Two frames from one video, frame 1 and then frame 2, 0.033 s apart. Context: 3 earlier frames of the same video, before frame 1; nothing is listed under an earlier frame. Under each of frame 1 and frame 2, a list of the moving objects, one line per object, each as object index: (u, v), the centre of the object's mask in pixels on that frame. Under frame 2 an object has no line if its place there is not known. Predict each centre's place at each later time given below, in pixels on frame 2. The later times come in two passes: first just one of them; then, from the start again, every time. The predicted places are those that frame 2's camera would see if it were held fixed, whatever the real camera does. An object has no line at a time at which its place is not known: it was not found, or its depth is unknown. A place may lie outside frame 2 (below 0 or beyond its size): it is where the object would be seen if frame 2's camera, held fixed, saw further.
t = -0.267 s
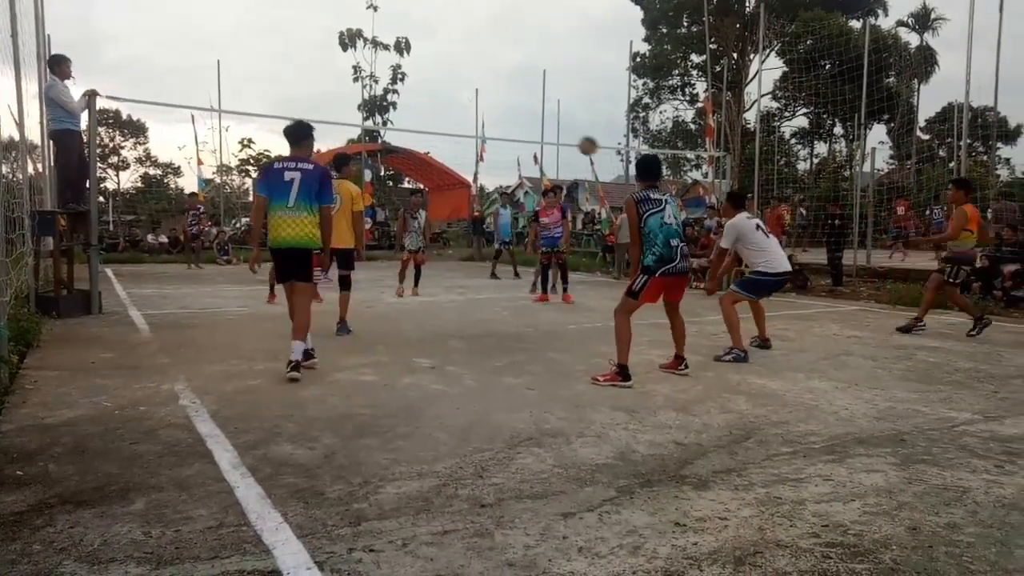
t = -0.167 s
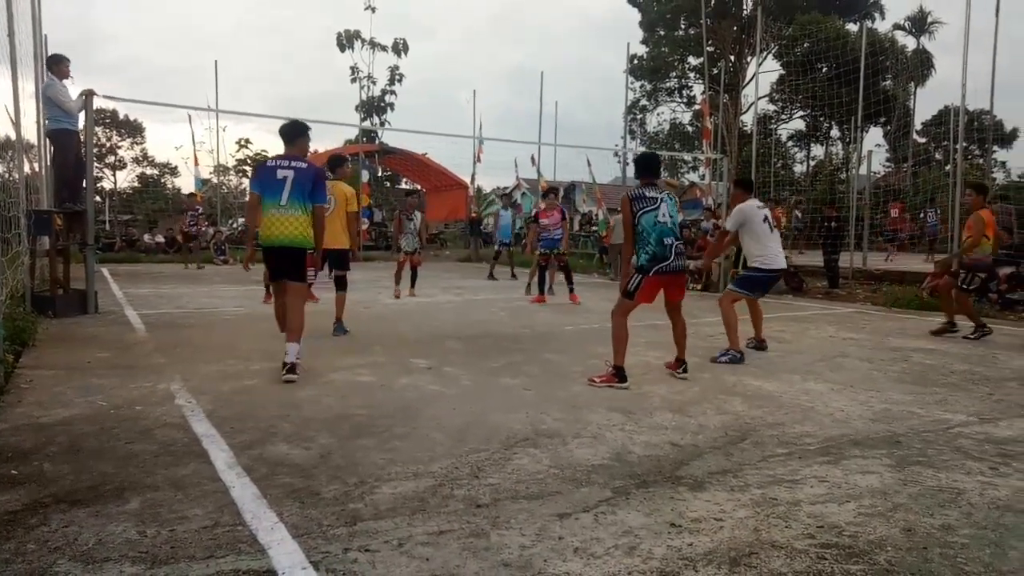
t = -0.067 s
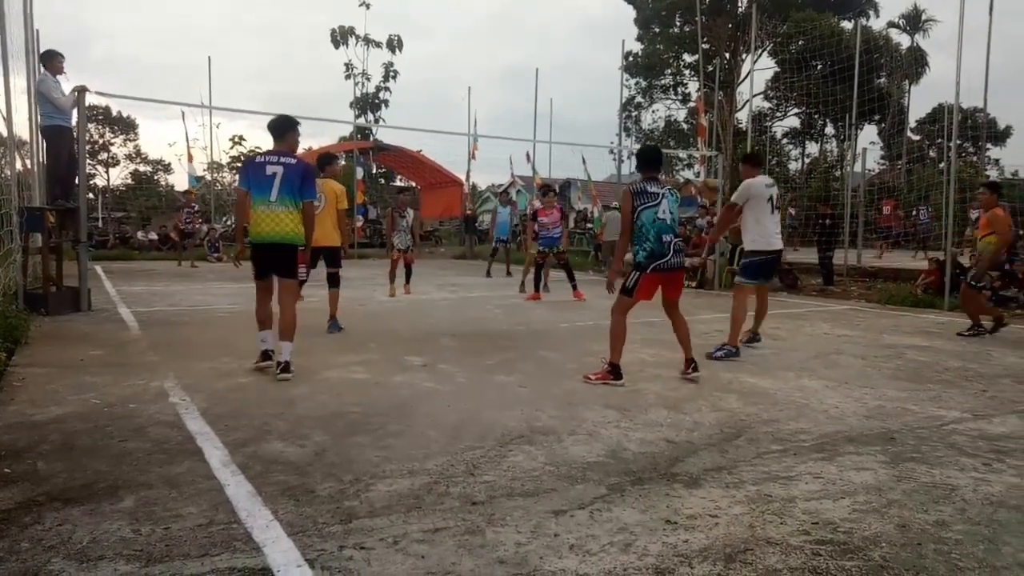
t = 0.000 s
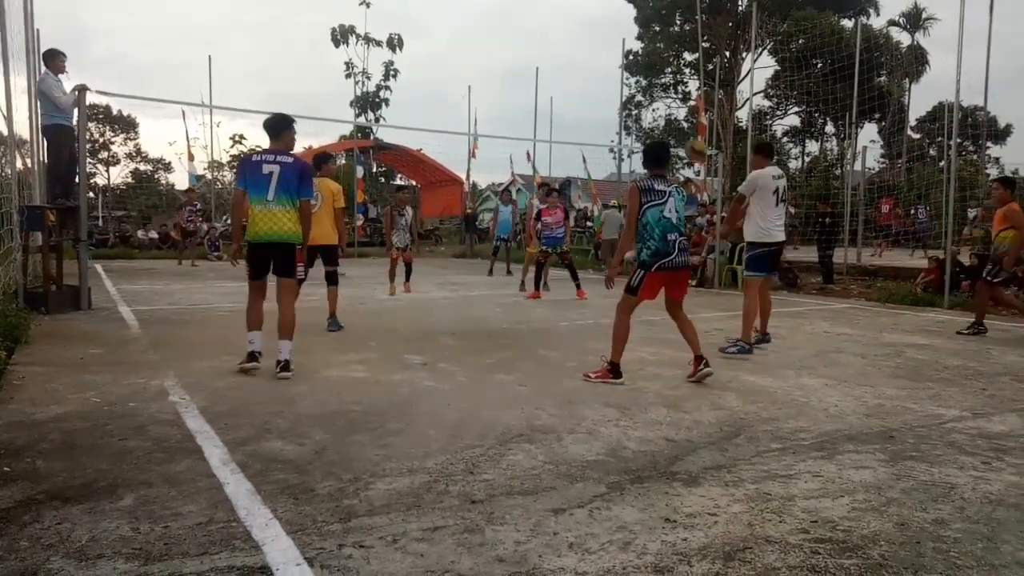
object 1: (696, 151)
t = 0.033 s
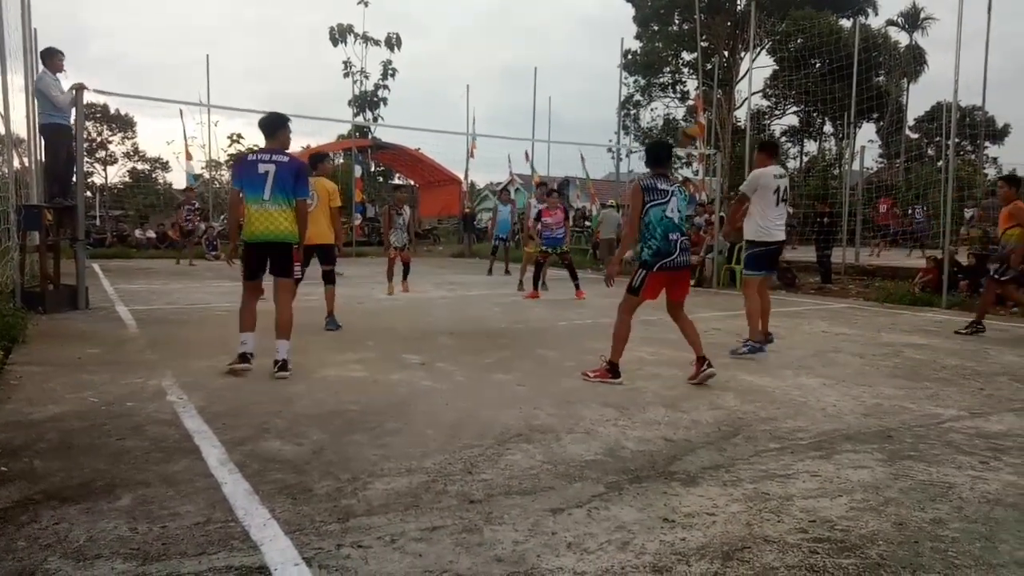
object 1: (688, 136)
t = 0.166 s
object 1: (666, 83)
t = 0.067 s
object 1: (684, 118)
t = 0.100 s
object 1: (678, 106)
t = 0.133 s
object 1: (671, 93)
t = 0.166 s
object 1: (666, 83)
